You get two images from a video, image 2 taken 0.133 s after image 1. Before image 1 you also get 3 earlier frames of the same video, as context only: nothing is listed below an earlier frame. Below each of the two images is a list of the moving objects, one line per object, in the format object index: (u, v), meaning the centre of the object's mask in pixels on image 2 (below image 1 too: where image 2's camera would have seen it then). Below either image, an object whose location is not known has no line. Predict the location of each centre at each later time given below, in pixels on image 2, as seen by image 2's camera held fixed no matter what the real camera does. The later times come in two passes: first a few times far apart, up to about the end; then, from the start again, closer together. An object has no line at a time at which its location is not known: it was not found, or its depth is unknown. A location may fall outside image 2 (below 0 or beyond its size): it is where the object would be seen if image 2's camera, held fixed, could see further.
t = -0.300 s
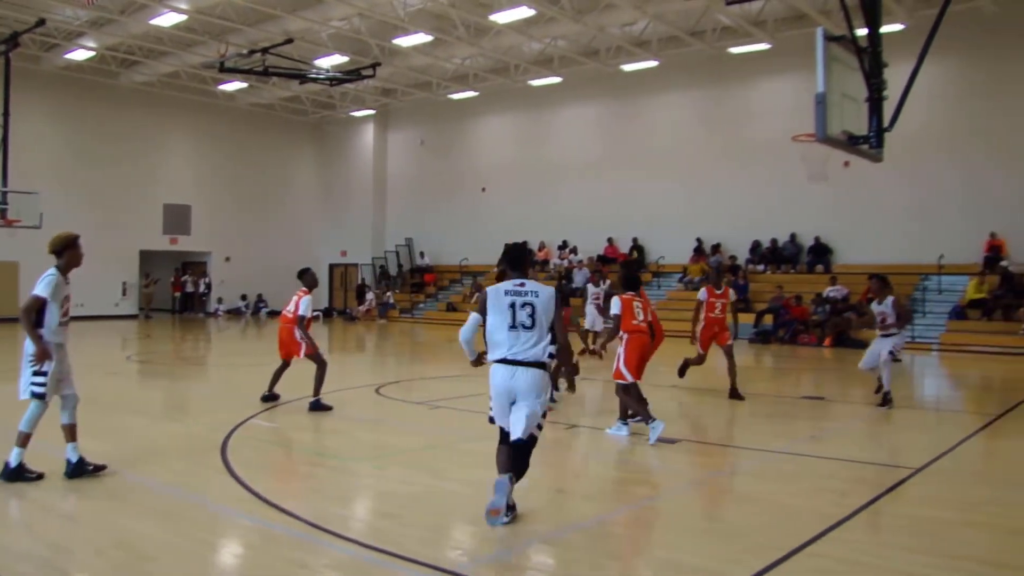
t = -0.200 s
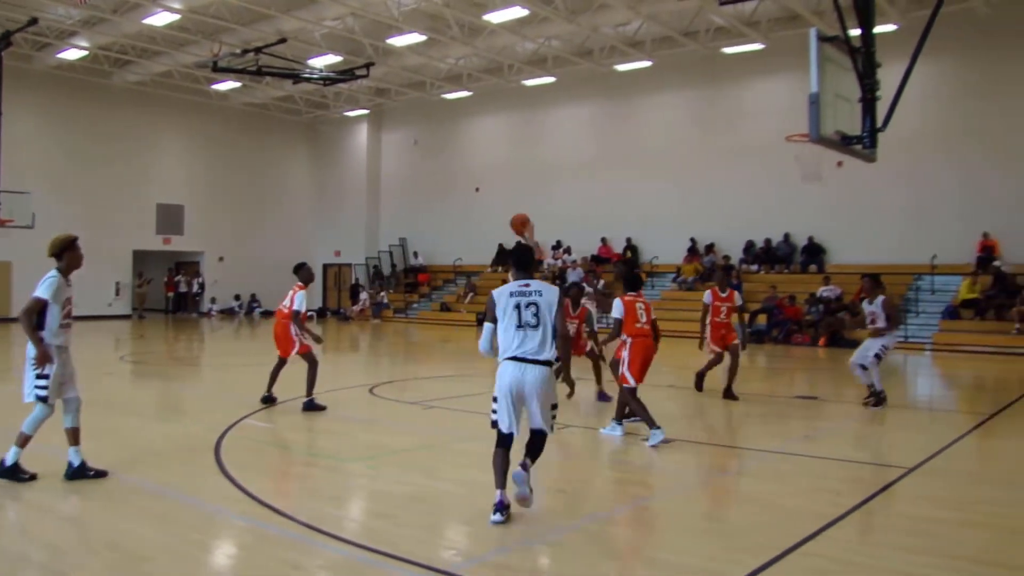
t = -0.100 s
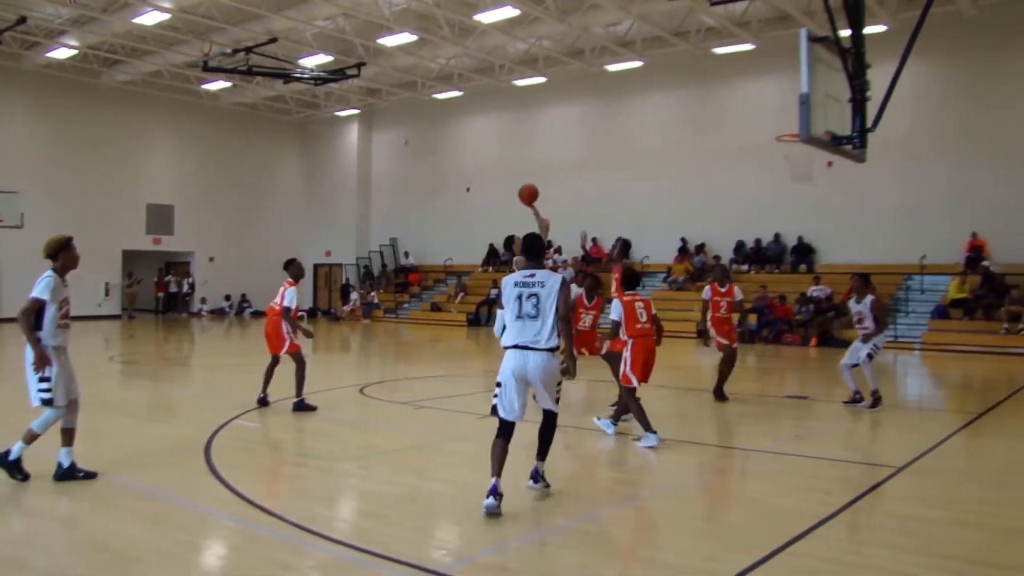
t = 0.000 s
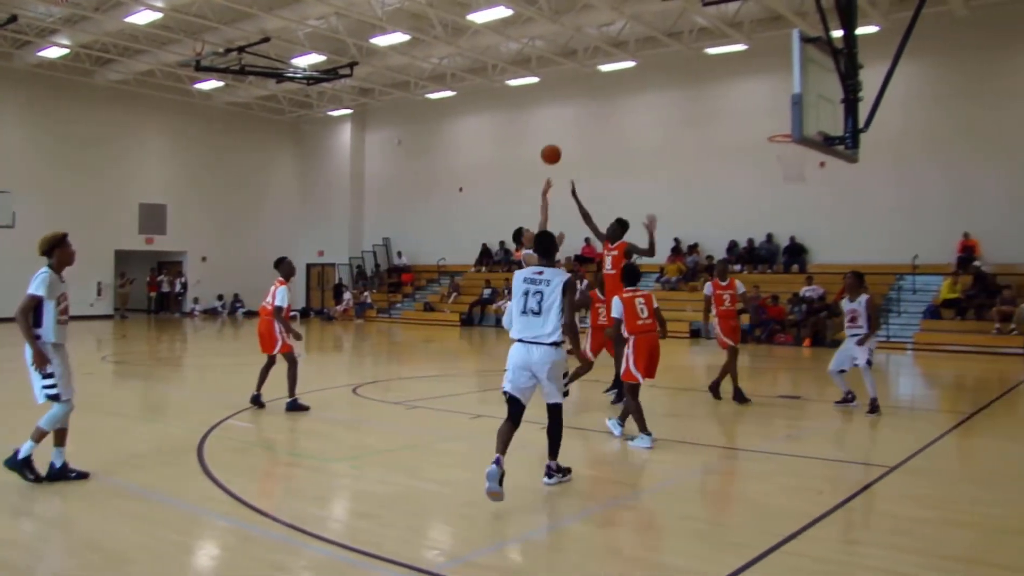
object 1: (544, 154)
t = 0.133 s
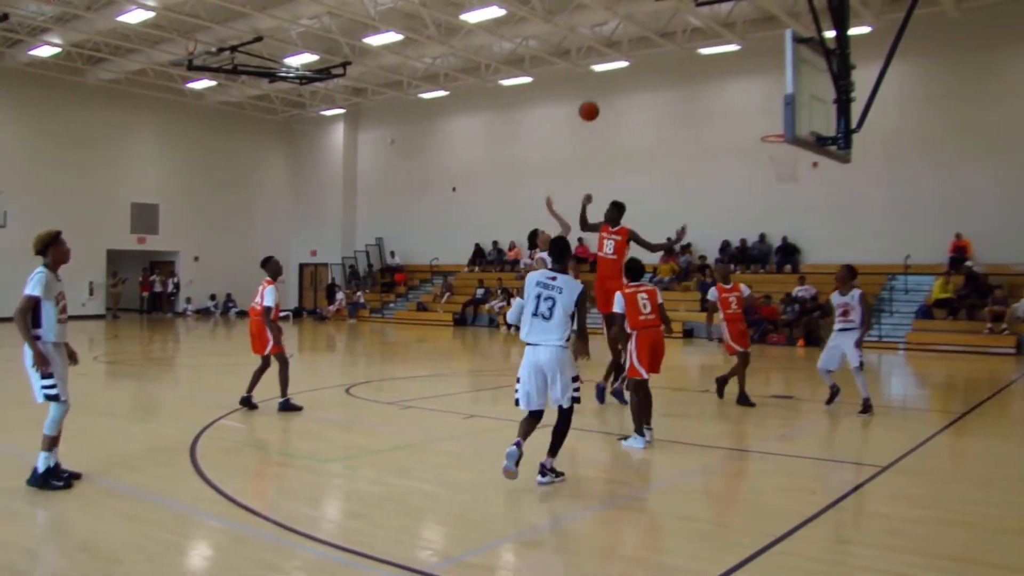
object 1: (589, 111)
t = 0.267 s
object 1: (634, 82)
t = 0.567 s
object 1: (739, 71)
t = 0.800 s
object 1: (800, 118)
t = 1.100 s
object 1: (767, 165)
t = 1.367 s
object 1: (786, 205)
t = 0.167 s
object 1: (600, 102)
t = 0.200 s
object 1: (612, 95)
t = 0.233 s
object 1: (623, 88)
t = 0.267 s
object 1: (634, 82)
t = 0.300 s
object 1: (646, 78)
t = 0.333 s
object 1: (657, 73)
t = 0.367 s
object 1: (669, 70)
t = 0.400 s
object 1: (680, 68)
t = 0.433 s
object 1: (692, 67)
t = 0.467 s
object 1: (704, 67)
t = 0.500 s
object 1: (715, 67)
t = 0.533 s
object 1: (727, 69)
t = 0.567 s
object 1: (739, 71)
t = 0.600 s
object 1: (751, 75)
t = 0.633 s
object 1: (763, 80)
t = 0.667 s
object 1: (775, 86)
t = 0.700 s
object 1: (781, 92)
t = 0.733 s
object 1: (801, 100)
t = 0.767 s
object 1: (805, 109)
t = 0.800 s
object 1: (800, 118)
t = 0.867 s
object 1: (778, 140)
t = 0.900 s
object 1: (774, 151)
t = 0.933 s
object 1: (771, 157)
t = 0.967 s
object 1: (769, 160)
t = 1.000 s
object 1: (767, 161)
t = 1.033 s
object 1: (767, 162)
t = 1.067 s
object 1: (767, 163)
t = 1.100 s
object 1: (767, 165)
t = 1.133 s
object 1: (768, 167)
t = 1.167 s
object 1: (770, 170)
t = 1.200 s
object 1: (773, 174)
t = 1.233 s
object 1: (776, 177)
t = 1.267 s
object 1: (778, 183)
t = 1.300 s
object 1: (781, 189)
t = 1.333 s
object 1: (783, 197)
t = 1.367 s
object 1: (786, 205)
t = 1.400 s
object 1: (789, 215)
